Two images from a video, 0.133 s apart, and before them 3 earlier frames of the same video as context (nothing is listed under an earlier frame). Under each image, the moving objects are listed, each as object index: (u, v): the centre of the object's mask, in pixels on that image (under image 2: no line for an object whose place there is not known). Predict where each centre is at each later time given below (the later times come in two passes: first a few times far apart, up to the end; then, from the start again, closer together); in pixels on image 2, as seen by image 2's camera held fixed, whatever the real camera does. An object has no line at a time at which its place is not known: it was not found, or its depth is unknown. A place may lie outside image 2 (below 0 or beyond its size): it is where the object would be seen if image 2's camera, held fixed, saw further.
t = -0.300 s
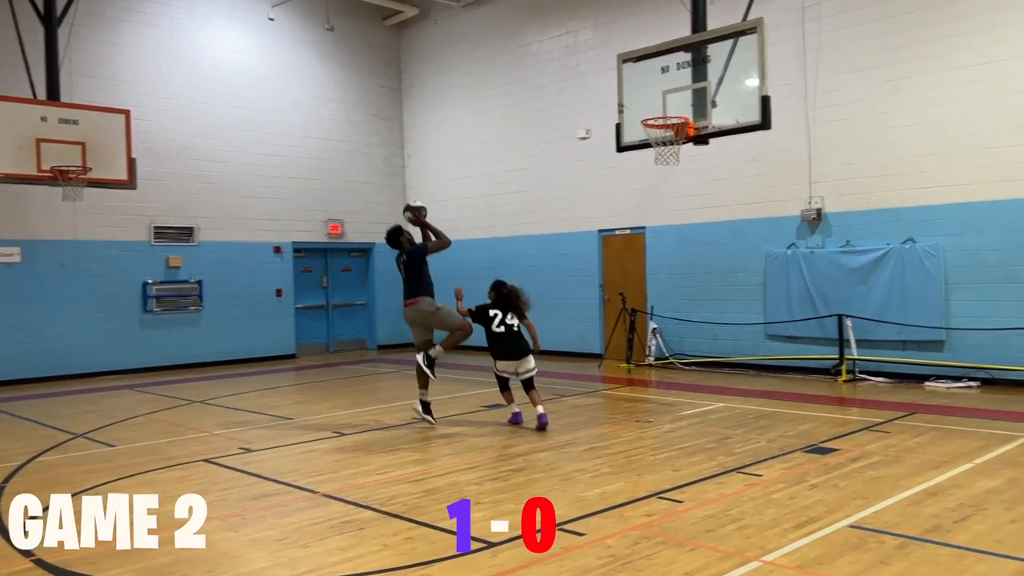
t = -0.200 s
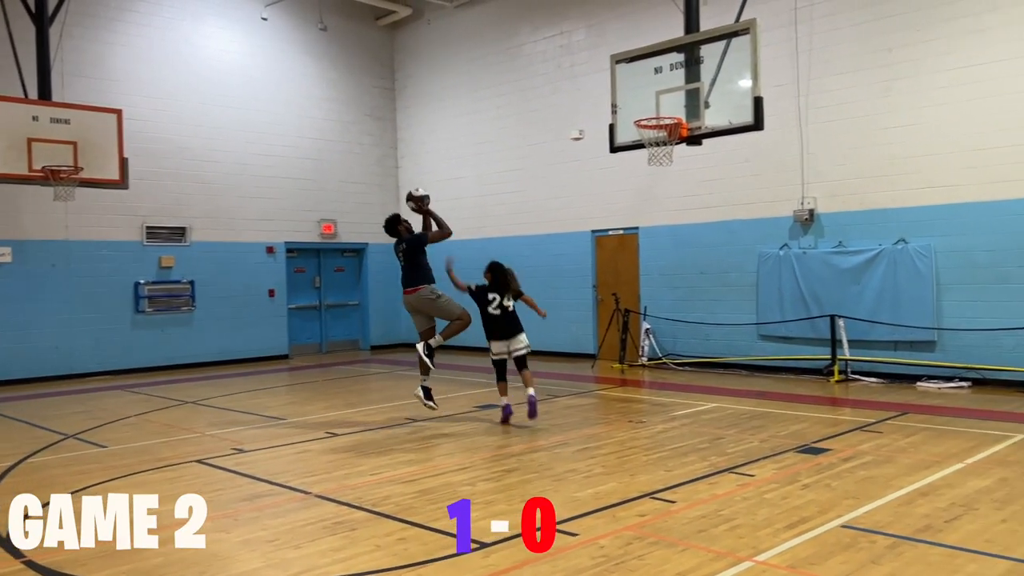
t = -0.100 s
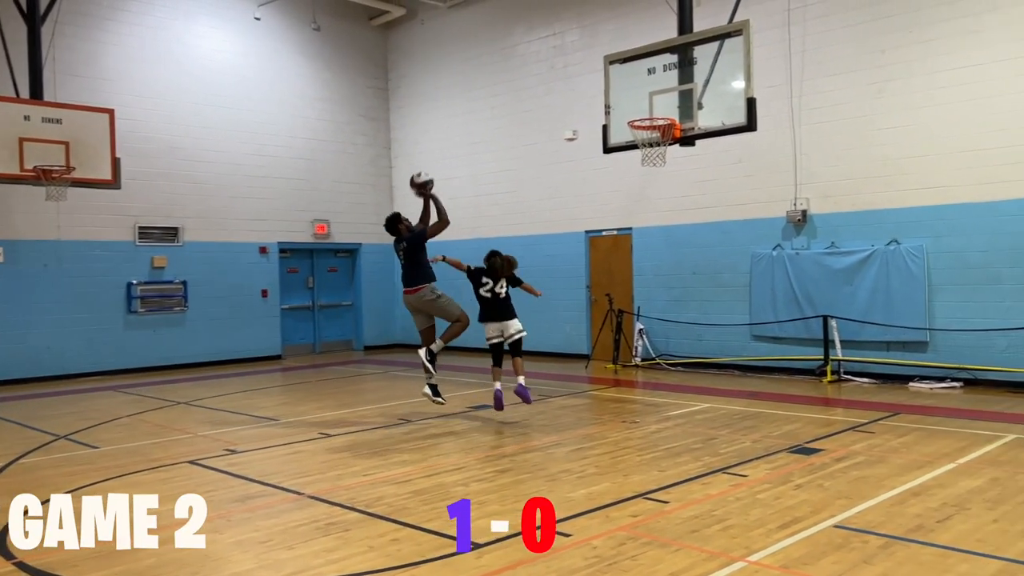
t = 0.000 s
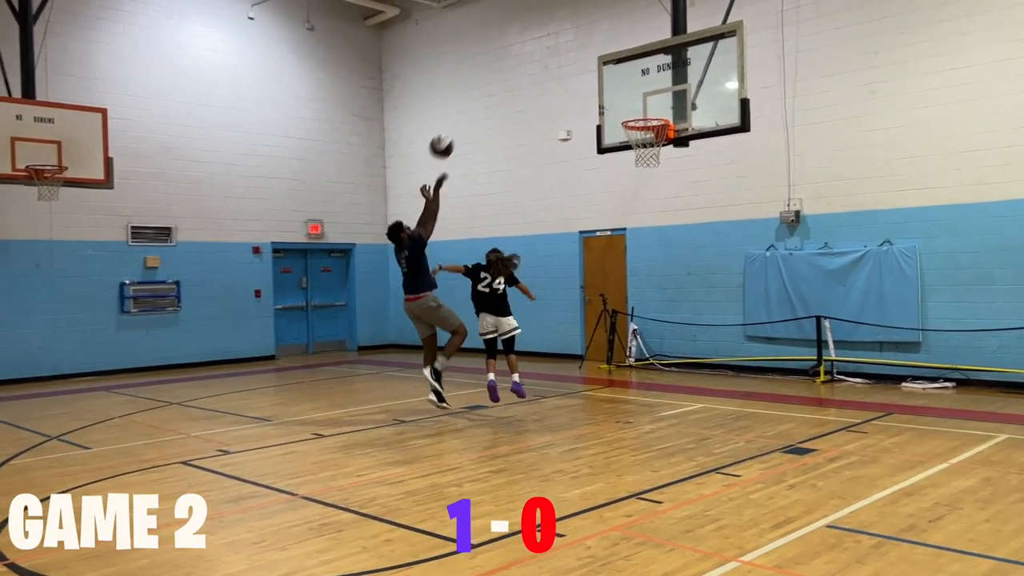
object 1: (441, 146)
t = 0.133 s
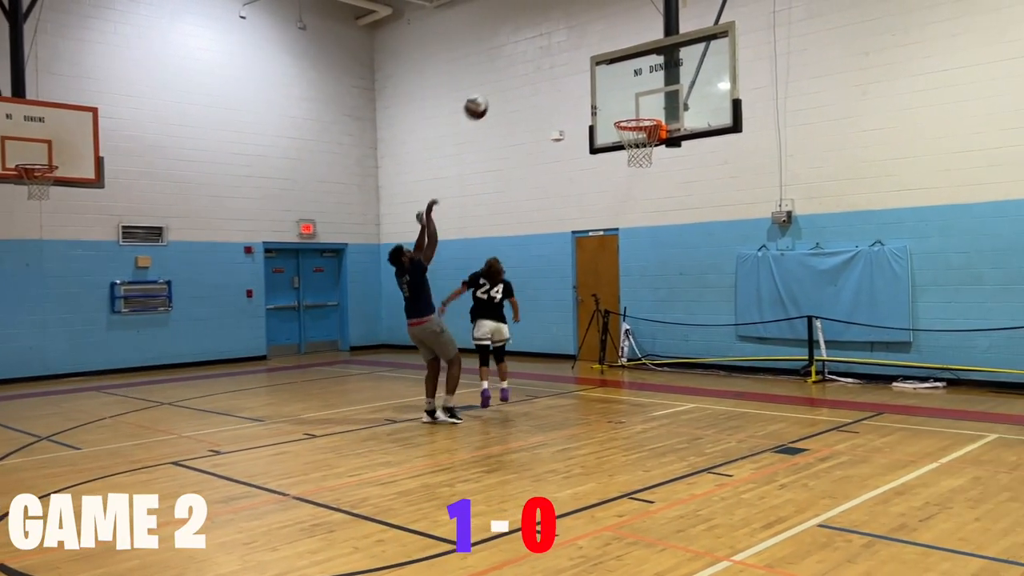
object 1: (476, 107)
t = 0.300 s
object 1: (527, 84)
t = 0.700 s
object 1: (646, 131)
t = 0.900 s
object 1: (659, 147)
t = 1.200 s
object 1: (654, 204)
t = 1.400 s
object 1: (653, 290)
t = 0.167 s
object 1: (486, 100)
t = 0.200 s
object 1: (496, 95)
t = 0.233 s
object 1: (506, 90)
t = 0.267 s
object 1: (516, 87)
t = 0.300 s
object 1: (527, 84)
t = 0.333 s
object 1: (537, 83)
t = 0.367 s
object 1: (547, 83)
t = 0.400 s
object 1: (557, 84)
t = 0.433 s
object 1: (567, 86)
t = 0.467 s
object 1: (577, 88)
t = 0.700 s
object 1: (646, 131)
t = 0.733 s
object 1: (654, 140)
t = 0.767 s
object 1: (657, 143)
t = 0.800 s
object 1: (658, 143)
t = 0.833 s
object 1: (659, 143)
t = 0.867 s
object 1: (659, 145)
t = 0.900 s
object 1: (659, 147)
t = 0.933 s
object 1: (659, 150)
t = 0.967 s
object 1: (658, 152)
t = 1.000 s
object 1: (657, 156)
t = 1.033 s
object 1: (657, 162)
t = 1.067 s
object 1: (657, 168)
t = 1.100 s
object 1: (655, 175)
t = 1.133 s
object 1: (655, 184)
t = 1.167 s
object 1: (654, 193)
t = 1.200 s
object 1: (654, 204)
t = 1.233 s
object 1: (653, 216)
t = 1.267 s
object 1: (653, 229)
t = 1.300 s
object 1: (653, 243)
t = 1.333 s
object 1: (653, 258)
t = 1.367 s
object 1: (653, 274)
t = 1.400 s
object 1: (653, 290)
